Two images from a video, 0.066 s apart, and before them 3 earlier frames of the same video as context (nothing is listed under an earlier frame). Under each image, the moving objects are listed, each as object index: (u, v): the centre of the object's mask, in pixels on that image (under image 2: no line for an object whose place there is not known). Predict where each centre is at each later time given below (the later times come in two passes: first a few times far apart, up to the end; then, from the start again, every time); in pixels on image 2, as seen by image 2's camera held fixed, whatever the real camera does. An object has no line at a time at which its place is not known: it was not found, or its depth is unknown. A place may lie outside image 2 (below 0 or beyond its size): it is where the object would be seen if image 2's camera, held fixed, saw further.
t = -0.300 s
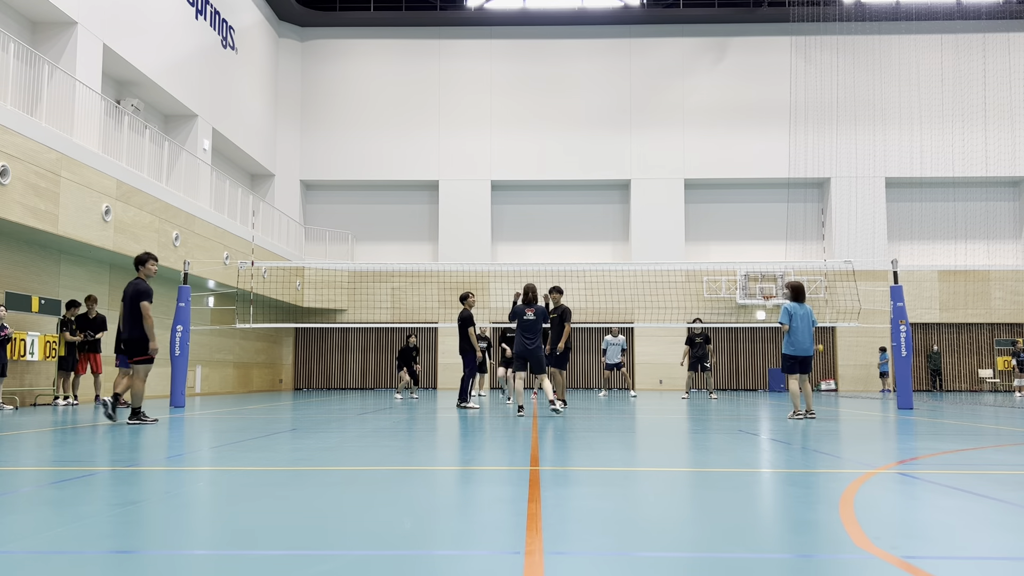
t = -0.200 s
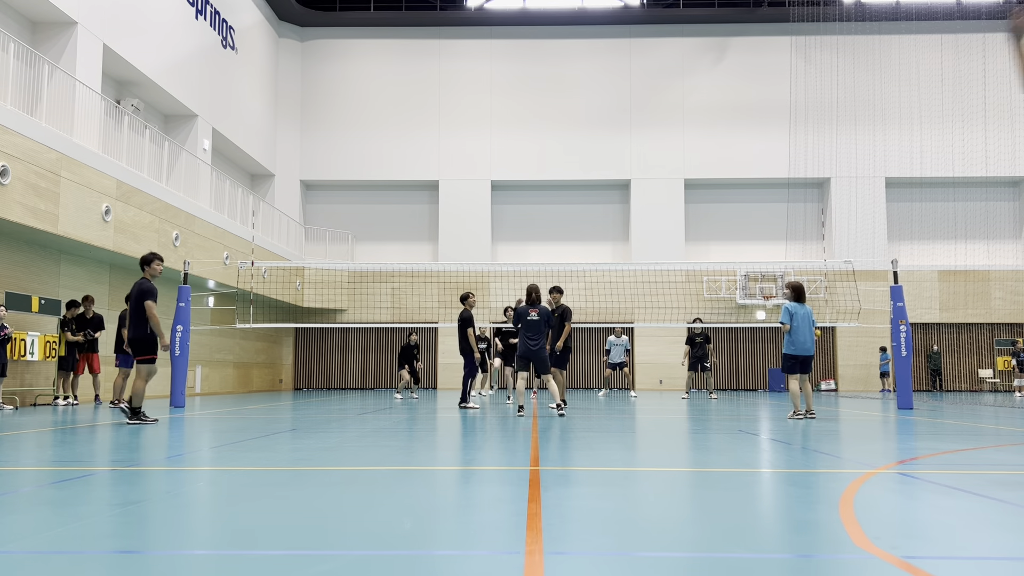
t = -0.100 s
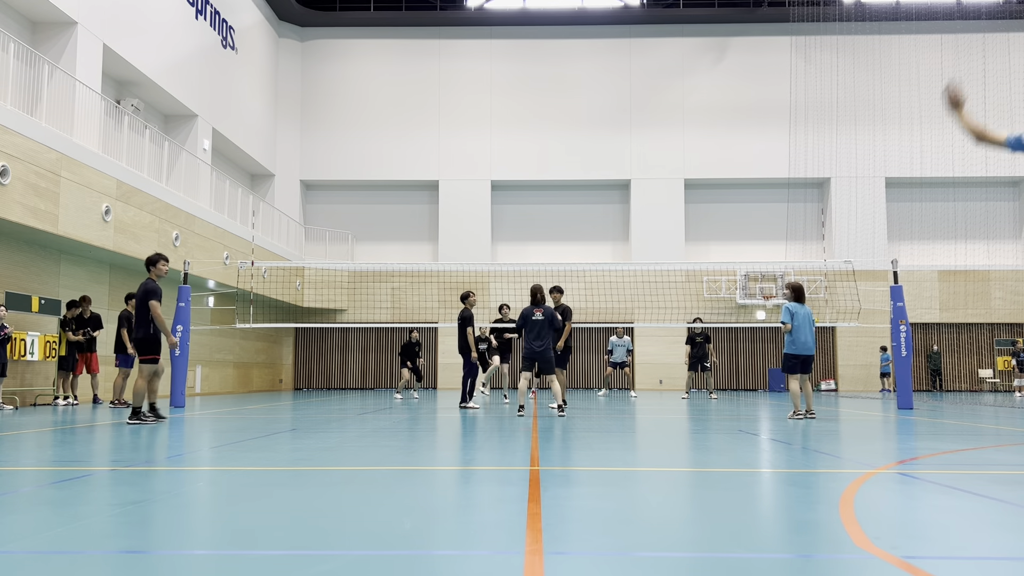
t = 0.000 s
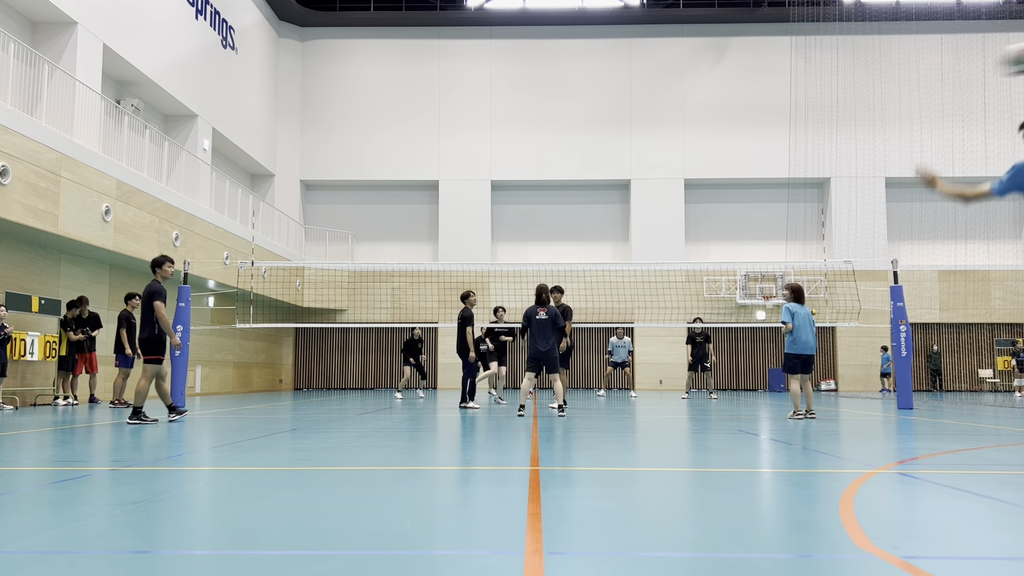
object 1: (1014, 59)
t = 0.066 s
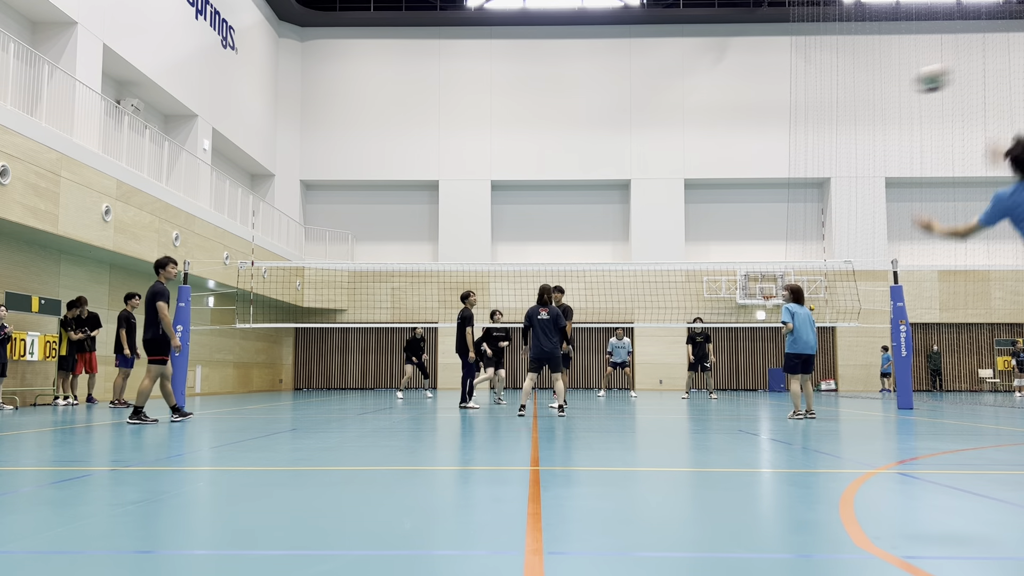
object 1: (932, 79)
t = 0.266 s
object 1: (784, 131)
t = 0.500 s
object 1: (710, 187)
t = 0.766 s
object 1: (670, 254)
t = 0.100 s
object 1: (897, 88)
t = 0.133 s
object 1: (868, 97)
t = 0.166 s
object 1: (842, 106)
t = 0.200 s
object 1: (820, 114)
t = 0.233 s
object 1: (801, 123)
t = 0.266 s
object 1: (784, 131)
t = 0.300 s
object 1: (769, 140)
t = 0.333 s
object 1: (757, 148)
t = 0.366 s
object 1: (745, 156)
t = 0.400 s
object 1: (735, 164)
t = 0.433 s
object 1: (726, 172)
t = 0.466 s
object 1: (718, 180)
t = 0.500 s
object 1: (710, 187)
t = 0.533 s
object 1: (704, 195)
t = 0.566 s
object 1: (698, 203)
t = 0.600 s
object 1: (692, 211)
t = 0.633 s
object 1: (687, 220)
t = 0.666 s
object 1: (683, 229)
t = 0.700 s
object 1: (678, 237)
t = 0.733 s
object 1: (674, 246)
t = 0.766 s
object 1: (670, 254)
